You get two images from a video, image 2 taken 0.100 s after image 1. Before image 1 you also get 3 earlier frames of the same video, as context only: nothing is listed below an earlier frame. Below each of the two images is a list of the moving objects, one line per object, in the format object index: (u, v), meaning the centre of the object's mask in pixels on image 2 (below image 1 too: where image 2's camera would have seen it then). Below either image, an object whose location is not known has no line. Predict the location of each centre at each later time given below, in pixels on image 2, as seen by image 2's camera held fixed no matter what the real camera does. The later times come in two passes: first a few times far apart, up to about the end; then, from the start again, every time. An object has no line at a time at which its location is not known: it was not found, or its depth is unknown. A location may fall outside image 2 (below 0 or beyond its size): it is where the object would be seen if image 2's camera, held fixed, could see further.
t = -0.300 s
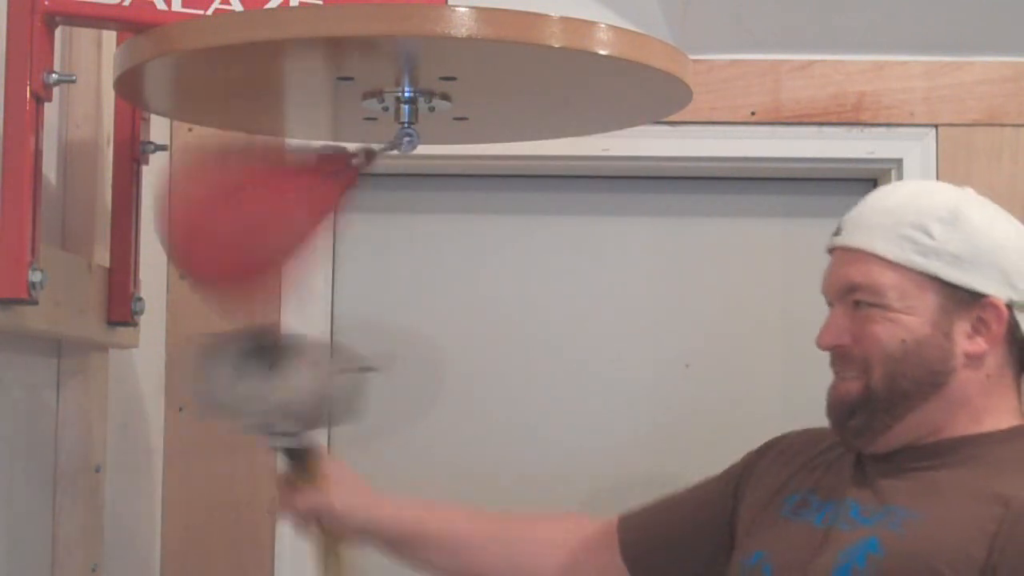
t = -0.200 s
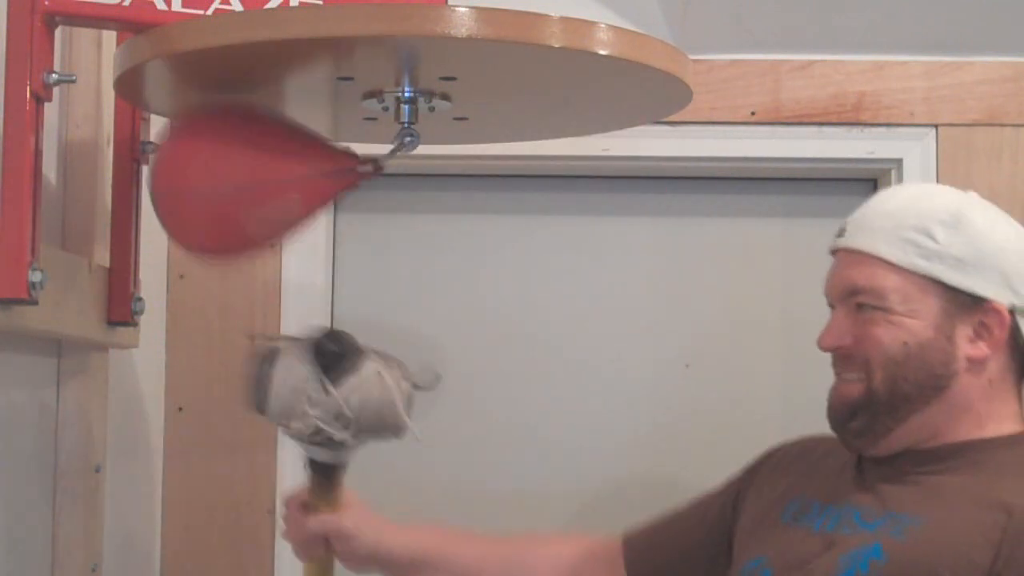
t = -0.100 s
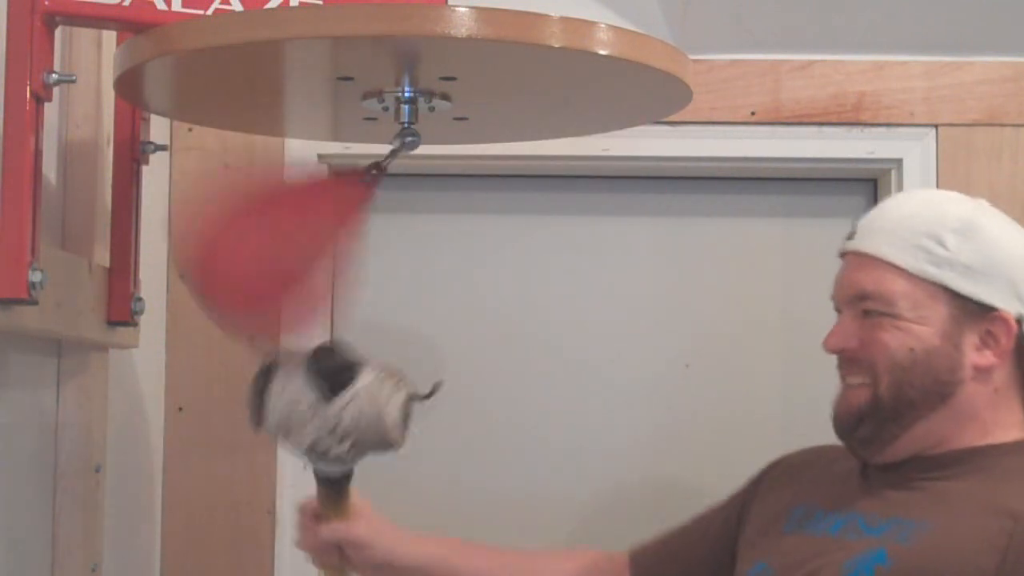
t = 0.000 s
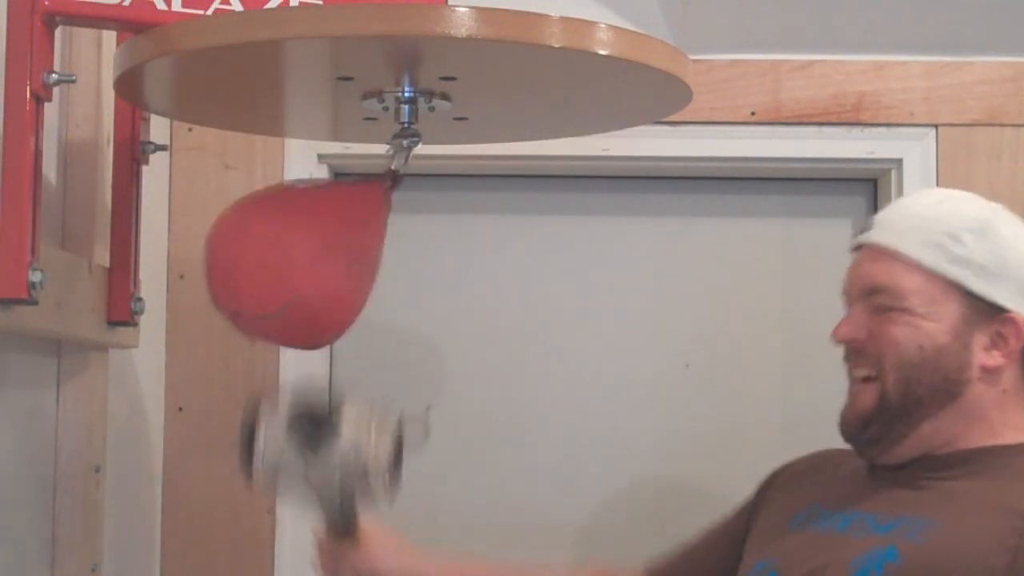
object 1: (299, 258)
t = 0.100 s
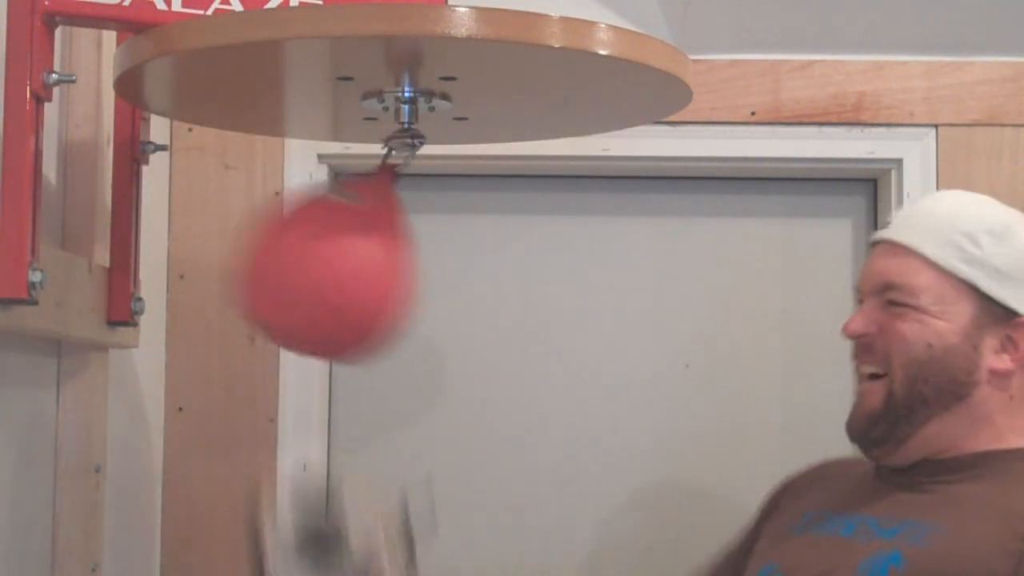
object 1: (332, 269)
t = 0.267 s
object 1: (445, 301)
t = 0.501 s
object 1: (442, 285)
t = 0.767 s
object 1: (346, 299)
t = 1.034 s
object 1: (421, 297)
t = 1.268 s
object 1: (447, 301)
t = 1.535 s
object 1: (379, 305)
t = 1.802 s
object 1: (399, 302)
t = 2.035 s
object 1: (441, 306)
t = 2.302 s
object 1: (400, 309)
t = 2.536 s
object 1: (377, 308)
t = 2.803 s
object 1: (405, 309)
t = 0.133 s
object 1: (356, 279)
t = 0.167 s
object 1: (376, 287)
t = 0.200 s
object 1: (400, 297)
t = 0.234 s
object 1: (430, 301)
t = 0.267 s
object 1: (445, 301)
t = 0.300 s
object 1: (458, 300)
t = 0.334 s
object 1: (466, 298)
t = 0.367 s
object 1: (468, 292)
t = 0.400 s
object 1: (467, 289)
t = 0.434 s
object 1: (462, 286)
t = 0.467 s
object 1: (453, 285)
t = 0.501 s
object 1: (442, 285)
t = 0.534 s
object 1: (429, 288)
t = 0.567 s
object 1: (412, 291)
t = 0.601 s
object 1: (397, 295)
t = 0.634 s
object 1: (382, 298)
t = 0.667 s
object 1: (368, 300)
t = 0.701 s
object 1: (359, 300)
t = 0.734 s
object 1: (350, 300)
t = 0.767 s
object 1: (346, 299)
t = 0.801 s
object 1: (346, 297)
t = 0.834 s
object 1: (349, 295)
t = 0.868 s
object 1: (357, 293)
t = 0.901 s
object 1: (367, 292)
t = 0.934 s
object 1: (379, 294)
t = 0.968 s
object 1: (394, 295)
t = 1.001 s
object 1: (408, 297)
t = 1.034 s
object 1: (421, 297)
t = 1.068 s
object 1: (432, 299)
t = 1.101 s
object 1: (440, 301)
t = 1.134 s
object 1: (447, 302)
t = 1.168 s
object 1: (451, 304)
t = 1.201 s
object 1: (452, 304)
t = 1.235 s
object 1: (451, 304)
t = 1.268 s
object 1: (447, 301)
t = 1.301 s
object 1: (440, 301)
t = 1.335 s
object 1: (432, 301)
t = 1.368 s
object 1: (423, 301)
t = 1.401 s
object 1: (414, 300)
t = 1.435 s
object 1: (405, 301)
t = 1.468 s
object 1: (395, 302)
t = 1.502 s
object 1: (387, 303)
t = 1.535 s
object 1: (379, 305)
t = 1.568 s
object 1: (373, 306)
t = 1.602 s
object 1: (370, 307)
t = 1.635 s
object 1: (369, 307)
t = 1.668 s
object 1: (371, 306)
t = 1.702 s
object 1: (375, 305)
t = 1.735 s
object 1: (382, 303)
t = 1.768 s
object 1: (390, 303)
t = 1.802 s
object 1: (399, 302)
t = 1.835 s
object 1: (408, 301)
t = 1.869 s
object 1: (417, 302)
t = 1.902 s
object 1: (425, 303)
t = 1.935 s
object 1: (432, 304)
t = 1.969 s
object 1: (437, 305)
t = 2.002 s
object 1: (440, 306)
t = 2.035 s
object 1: (441, 306)
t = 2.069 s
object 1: (441, 307)
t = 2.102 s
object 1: (438, 307)
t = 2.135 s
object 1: (434, 307)
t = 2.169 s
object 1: (429, 308)
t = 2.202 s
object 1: (422, 308)
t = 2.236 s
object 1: (414, 308)
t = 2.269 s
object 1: (407, 308)
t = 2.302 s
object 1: (400, 309)
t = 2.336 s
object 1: (394, 309)
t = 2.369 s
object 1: (388, 309)
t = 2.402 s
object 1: (384, 309)
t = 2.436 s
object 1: (381, 309)
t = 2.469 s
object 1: (378, 309)
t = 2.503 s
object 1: (377, 309)
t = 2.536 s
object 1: (377, 308)
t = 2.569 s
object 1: (378, 307)
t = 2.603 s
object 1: (380, 306)
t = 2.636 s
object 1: (383, 306)
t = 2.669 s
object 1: (387, 306)
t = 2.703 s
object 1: (392, 306)
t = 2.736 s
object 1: (397, 307)
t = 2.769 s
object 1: (401, 308)
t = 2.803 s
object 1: (405, 309)
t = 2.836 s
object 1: (408, 310)
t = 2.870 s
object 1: (411, 310)
